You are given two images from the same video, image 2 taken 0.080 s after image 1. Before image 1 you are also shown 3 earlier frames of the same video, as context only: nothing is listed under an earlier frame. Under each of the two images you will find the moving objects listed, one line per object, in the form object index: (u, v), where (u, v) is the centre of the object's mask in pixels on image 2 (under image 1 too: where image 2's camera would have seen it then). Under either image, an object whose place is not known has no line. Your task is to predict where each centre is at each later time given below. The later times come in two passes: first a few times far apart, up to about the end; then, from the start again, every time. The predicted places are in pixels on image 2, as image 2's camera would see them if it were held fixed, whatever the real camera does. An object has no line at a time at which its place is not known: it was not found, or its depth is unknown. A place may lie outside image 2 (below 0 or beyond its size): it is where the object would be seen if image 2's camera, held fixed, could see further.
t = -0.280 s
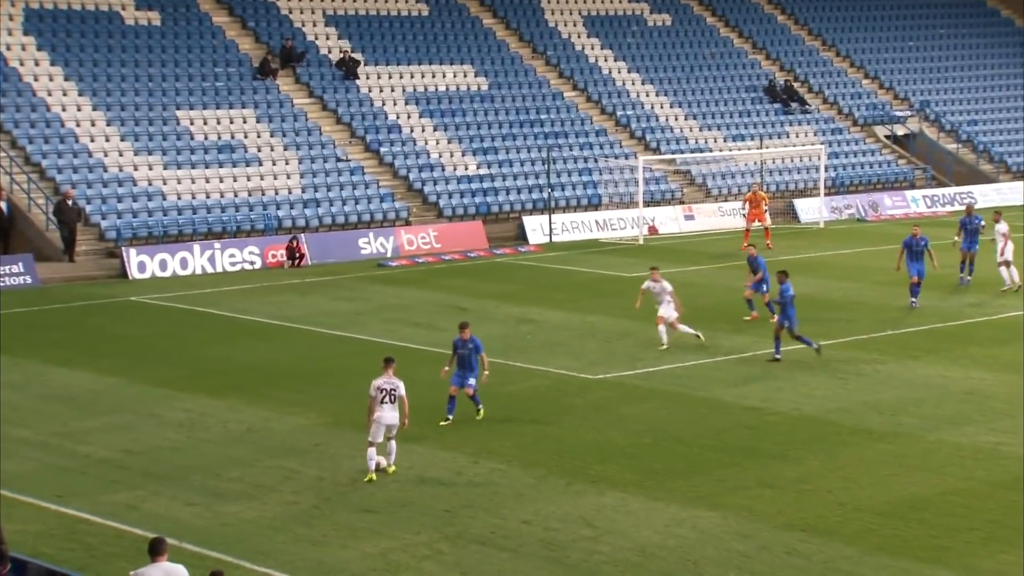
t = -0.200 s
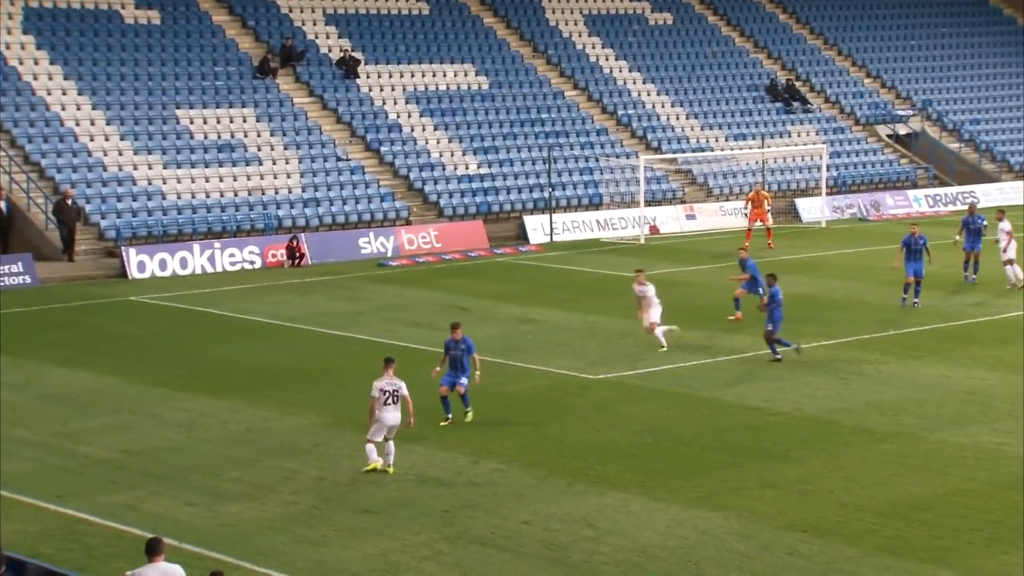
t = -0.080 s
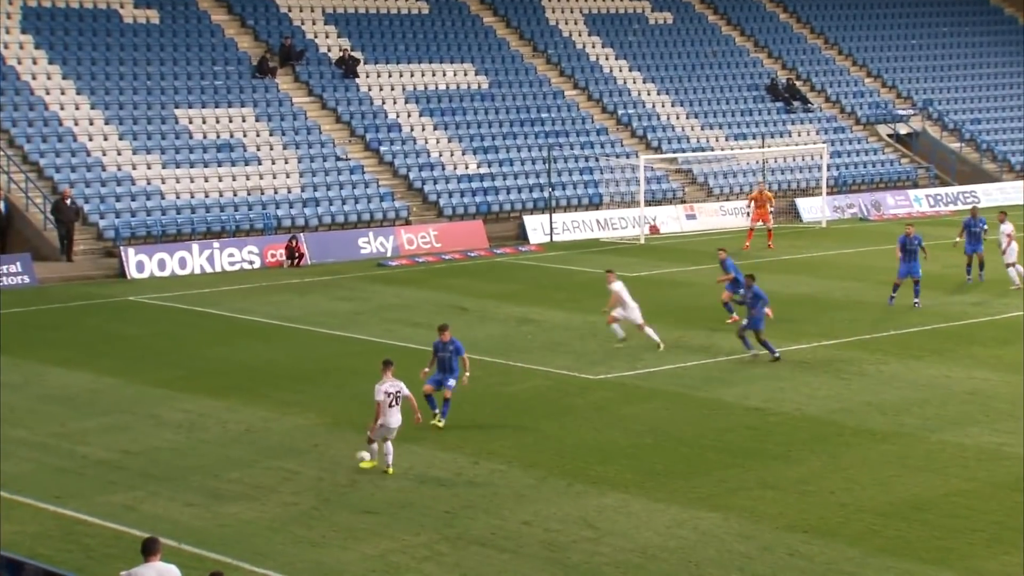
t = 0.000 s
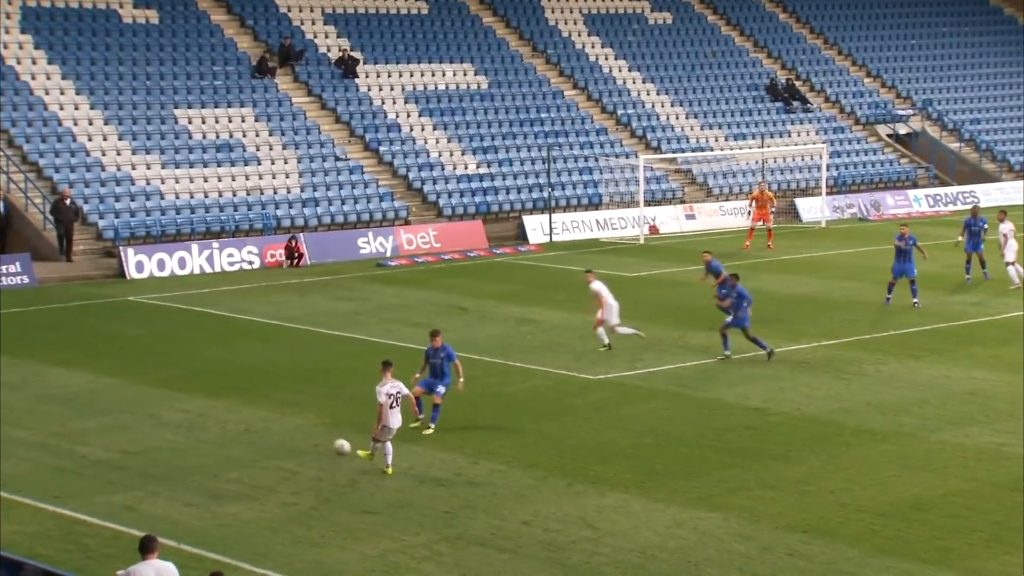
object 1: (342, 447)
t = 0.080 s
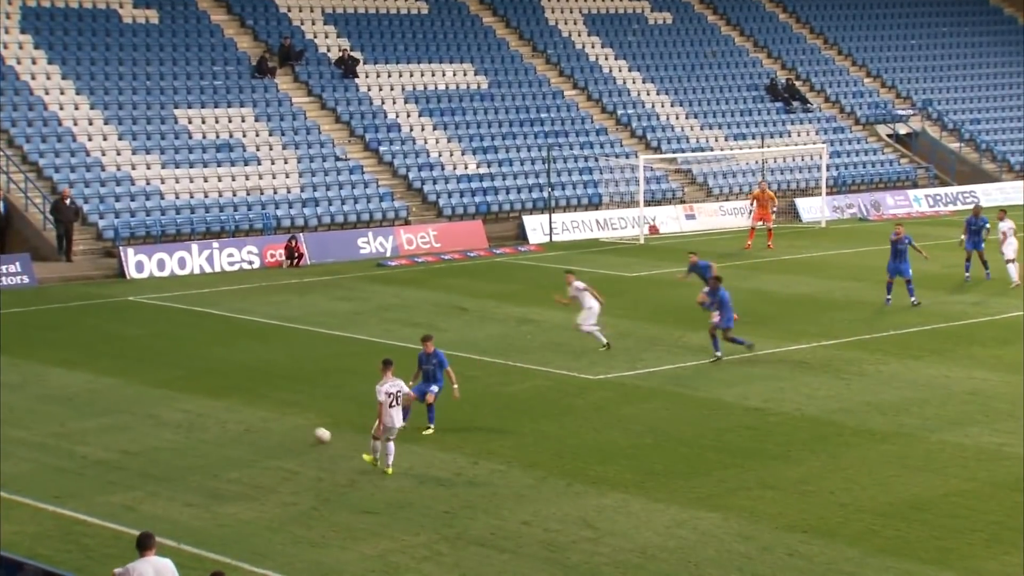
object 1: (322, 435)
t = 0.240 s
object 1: (288, 416)
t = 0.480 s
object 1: (244, 393)
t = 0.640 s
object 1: (221, 380)
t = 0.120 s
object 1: (313, 429)
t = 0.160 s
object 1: (304, 425)
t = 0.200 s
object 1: (295, 421)
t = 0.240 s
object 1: (288, 416)
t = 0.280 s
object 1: (280, 411)
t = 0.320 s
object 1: (272, 407)
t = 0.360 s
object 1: (264, 404)
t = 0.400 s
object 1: (257, 400)
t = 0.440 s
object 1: (251, 396)
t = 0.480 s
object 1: (244, 393)
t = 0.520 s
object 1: (238, 389)
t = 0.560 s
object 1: (232, 386)
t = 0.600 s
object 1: (227, 383)
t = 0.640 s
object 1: (221, 380)
